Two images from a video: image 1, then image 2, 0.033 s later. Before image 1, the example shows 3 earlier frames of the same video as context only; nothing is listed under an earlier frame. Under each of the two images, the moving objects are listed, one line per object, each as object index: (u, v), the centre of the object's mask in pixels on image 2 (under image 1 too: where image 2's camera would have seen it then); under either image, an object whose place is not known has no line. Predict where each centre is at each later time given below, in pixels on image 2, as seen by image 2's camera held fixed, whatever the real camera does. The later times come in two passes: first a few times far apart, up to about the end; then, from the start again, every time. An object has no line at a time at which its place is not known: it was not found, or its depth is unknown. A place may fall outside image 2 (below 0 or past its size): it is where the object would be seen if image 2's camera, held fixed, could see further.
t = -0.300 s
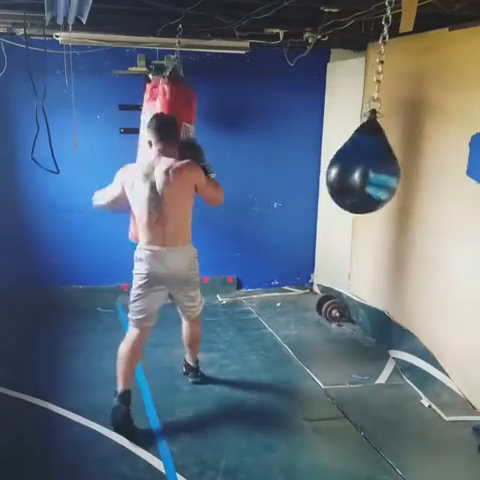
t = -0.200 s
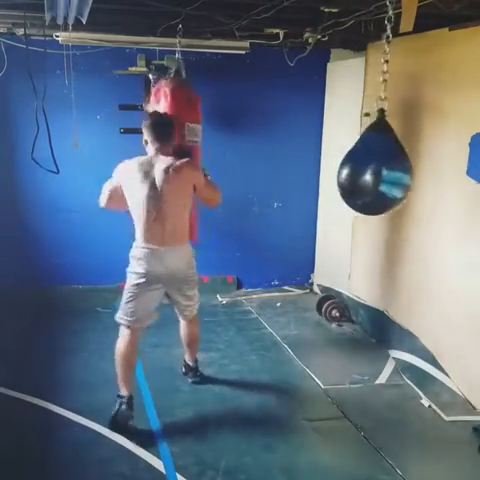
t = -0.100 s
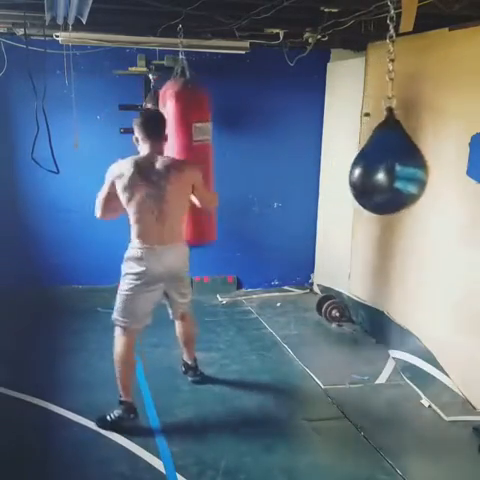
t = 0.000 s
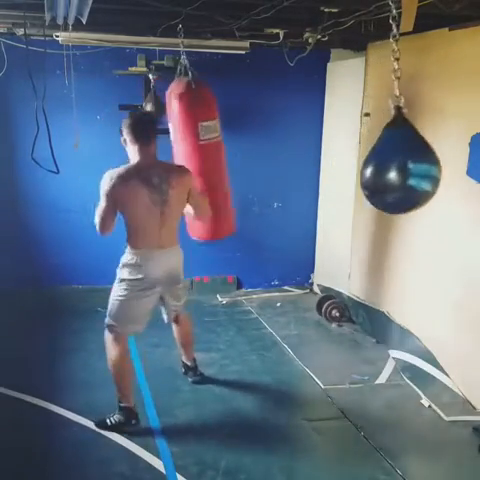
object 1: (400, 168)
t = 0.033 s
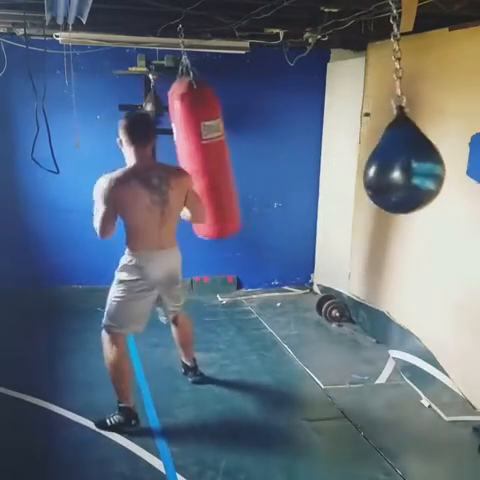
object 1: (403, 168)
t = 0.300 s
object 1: (413, 168)
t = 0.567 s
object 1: (390, 168)
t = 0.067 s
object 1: (406, 168)
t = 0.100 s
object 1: (409, 167)
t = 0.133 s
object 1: (411, 167)
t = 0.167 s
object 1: (412, 167)
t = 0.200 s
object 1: (413, 167)
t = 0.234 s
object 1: (413, 168)
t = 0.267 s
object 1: (413, 168)
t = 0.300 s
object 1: (413, 168)
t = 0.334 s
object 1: (411, 168)
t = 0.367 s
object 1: (409, 169)
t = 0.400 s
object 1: (407, 169)
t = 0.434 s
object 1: (404, 169)
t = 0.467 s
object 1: (401, 169)
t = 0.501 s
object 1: (398, 169)
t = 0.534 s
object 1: (394, 168)
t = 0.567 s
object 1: (390, 168)
